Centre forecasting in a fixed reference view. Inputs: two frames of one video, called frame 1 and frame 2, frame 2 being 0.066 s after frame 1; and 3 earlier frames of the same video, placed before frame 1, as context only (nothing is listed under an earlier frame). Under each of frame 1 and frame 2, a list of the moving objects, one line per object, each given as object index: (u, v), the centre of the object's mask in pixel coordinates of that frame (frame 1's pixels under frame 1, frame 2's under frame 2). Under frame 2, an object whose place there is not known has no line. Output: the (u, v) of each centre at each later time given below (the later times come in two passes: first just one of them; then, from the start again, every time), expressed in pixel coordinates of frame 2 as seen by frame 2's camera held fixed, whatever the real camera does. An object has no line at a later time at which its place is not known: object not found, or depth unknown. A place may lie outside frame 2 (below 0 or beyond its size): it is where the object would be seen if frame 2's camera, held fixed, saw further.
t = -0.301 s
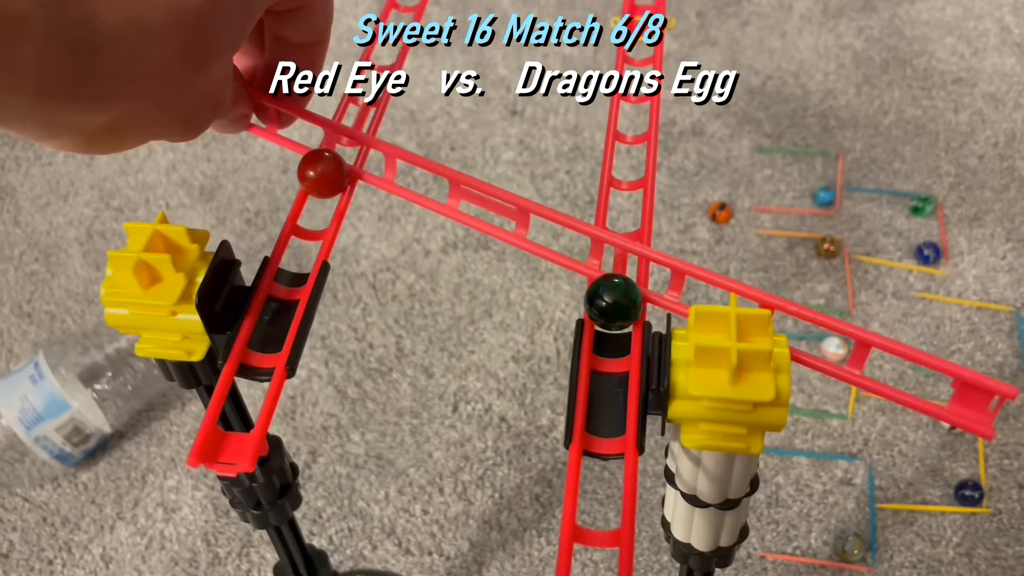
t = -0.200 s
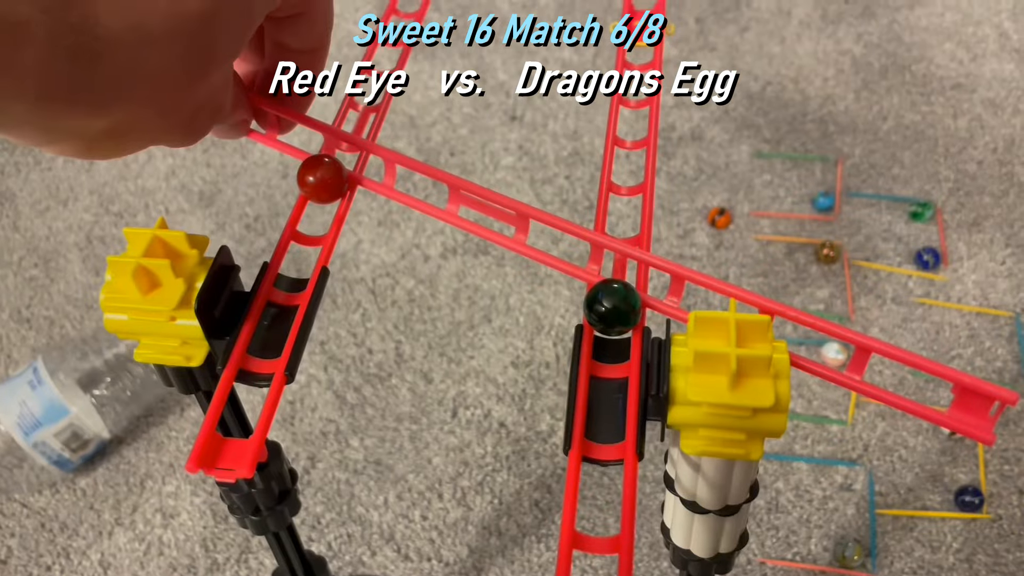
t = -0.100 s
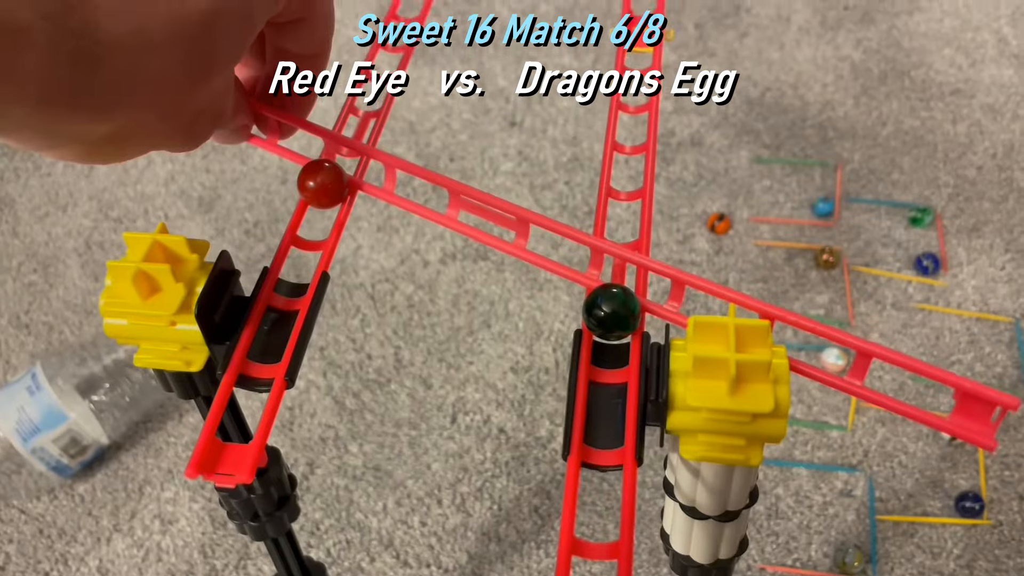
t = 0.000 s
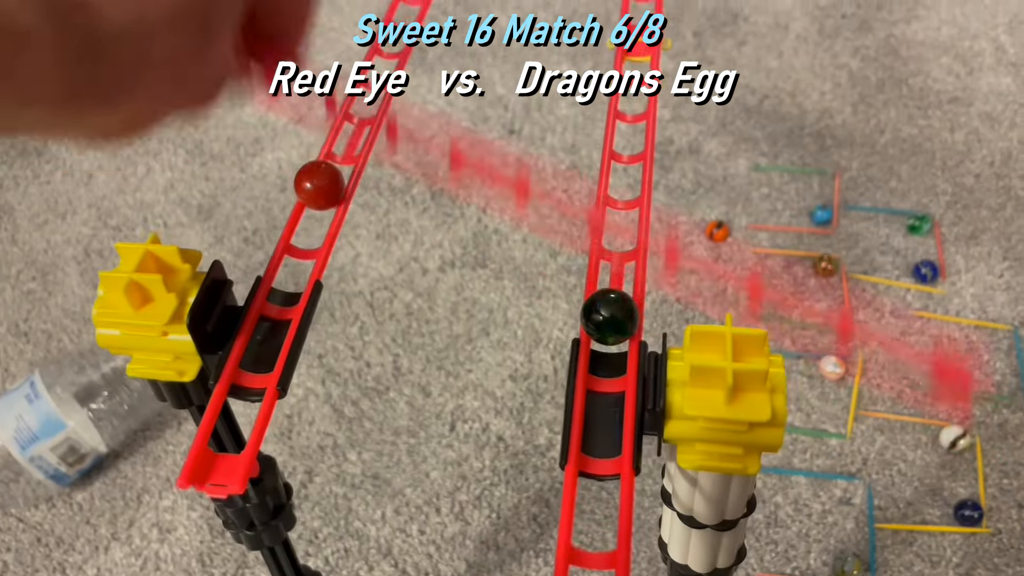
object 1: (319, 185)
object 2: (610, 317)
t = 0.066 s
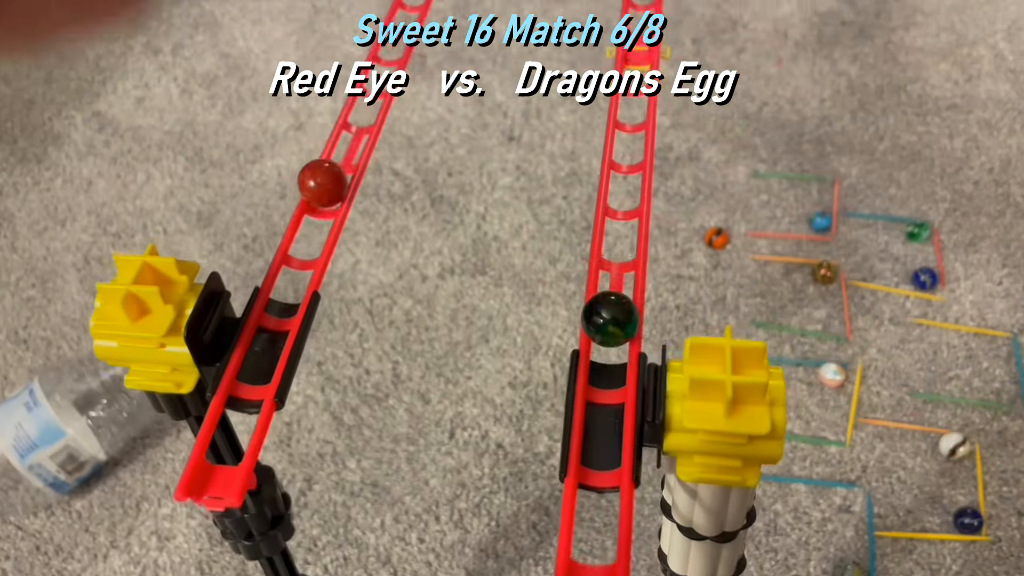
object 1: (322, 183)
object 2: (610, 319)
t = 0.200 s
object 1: (341, 150)
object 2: (612, 289)
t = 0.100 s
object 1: (327, 177)
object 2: (611, 315)
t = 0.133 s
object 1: (333, 169)
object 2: (612, 309)
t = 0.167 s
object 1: (337, 160)
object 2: (612, 298)
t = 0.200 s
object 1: (341, 150)
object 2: (612, 289)
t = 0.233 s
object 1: (346, 137)
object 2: (613, 279)
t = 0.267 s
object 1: (352, 125)
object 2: (614, 269)
